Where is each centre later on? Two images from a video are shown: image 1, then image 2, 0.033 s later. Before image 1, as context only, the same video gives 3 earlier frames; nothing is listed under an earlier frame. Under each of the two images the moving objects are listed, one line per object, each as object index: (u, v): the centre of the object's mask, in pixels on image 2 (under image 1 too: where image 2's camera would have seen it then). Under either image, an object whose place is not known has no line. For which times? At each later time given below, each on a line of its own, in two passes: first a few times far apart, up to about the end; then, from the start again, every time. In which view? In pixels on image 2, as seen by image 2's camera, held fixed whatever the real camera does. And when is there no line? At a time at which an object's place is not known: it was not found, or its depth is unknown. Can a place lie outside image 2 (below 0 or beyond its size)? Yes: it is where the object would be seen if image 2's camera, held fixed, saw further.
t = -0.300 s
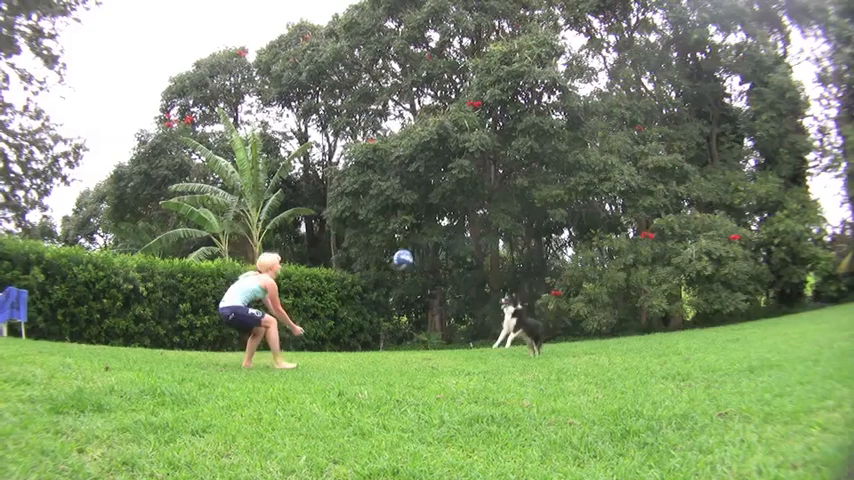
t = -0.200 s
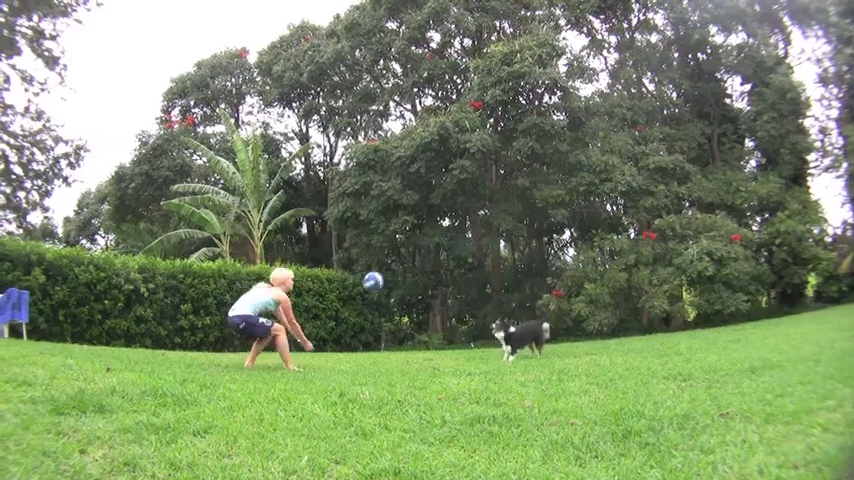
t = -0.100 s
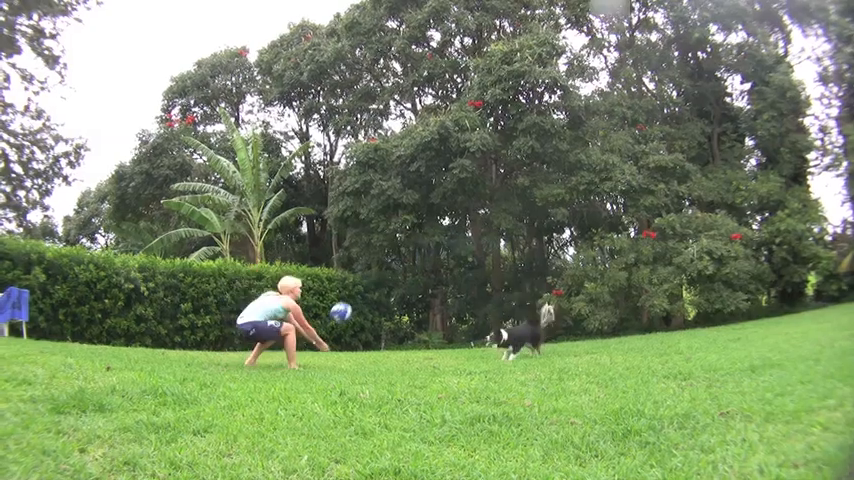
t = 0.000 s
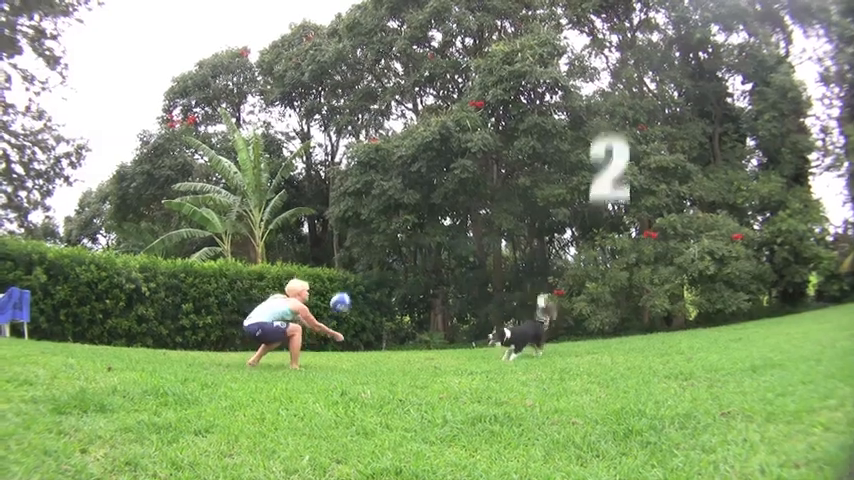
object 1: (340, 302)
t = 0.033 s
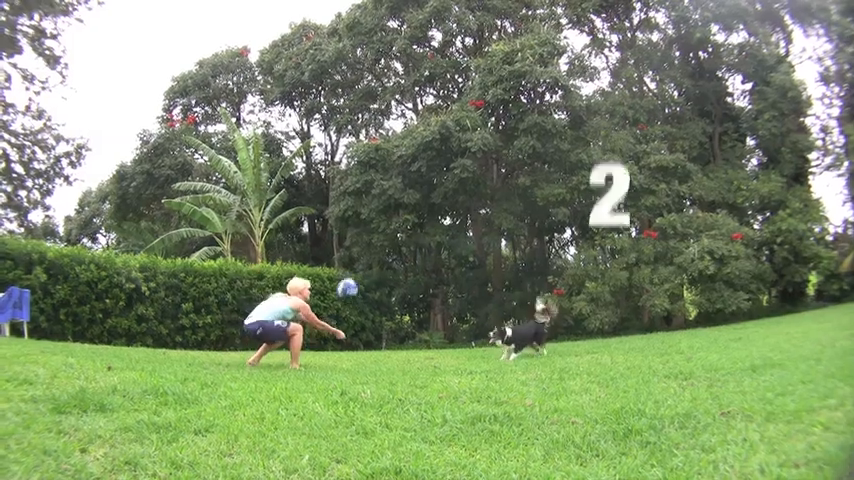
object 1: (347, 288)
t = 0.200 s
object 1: (379, 235)
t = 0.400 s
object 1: (414, 211)
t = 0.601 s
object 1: (445, 218)
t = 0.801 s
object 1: (475, 257)
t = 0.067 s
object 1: (353, 275)
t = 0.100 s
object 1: (360, 263)
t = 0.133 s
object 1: (366, 253)
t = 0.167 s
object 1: (373, 244)
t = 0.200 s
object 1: (379, 235)
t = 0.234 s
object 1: (385, 229)
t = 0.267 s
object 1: (390, 224)
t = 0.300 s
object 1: (396, 219)
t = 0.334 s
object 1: (402, 216)
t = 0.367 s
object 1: (408, 213)
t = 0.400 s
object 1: (414, 211)
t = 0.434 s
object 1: (419, 210)
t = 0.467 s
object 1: (424, 210)
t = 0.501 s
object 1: (430, 211)
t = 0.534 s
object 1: (435, 213)
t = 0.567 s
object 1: (440, 215)
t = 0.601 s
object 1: (445, 218)
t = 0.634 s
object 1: (450, 222)
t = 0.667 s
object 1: (455, 228)
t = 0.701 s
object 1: (461, 233)
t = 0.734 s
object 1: (465, 240)
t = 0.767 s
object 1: (470, 248)
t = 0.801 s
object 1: (475, 257)
